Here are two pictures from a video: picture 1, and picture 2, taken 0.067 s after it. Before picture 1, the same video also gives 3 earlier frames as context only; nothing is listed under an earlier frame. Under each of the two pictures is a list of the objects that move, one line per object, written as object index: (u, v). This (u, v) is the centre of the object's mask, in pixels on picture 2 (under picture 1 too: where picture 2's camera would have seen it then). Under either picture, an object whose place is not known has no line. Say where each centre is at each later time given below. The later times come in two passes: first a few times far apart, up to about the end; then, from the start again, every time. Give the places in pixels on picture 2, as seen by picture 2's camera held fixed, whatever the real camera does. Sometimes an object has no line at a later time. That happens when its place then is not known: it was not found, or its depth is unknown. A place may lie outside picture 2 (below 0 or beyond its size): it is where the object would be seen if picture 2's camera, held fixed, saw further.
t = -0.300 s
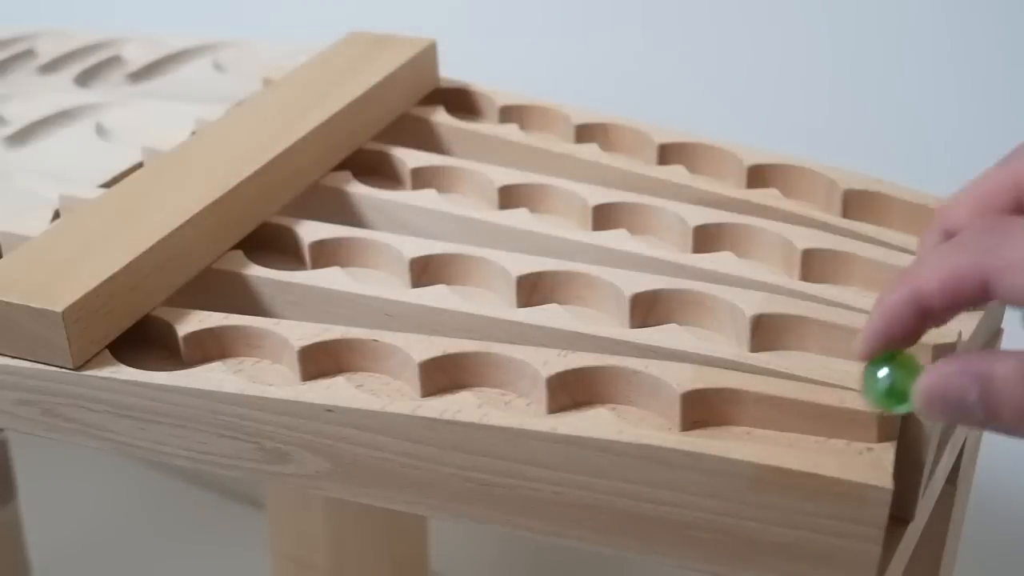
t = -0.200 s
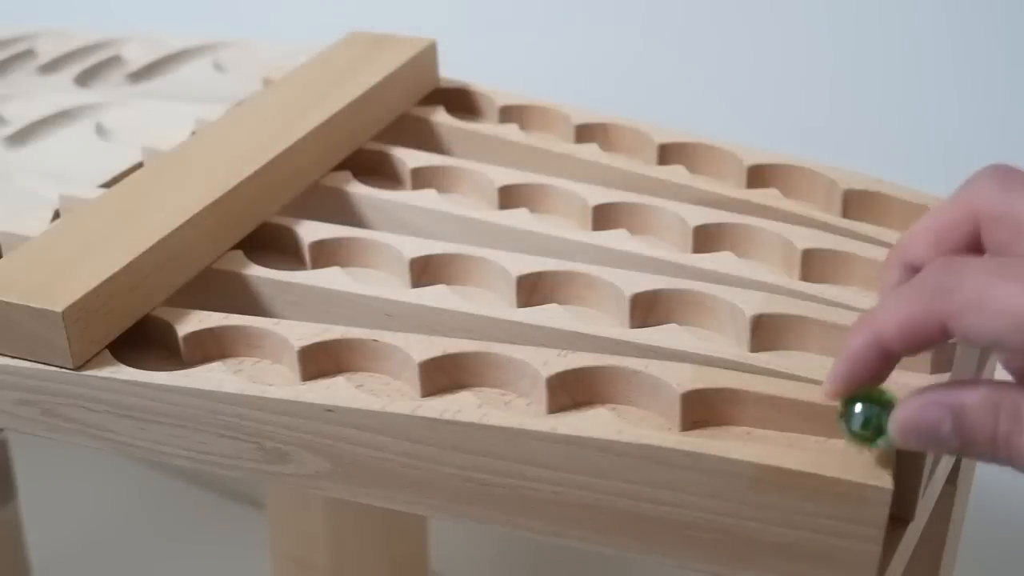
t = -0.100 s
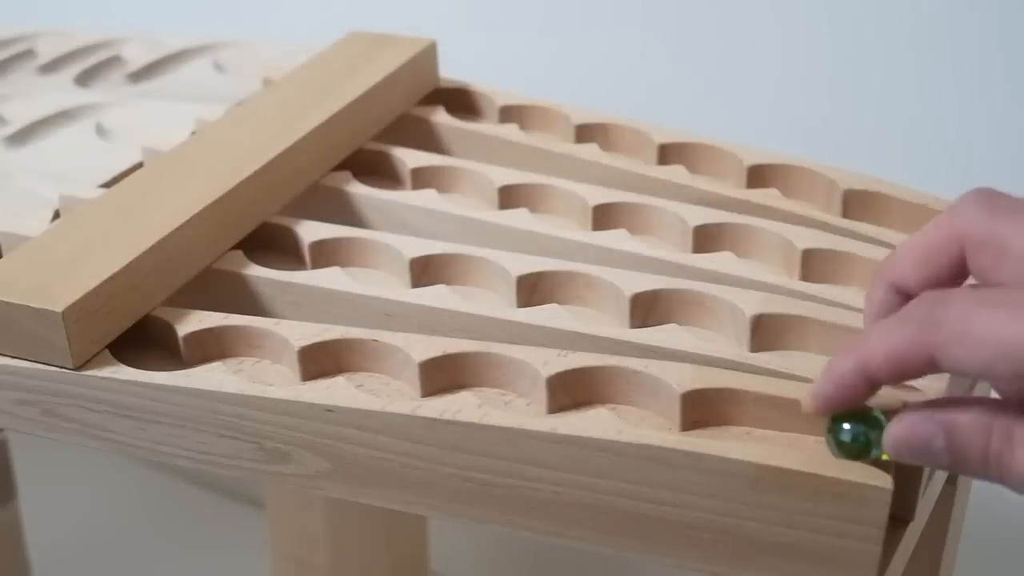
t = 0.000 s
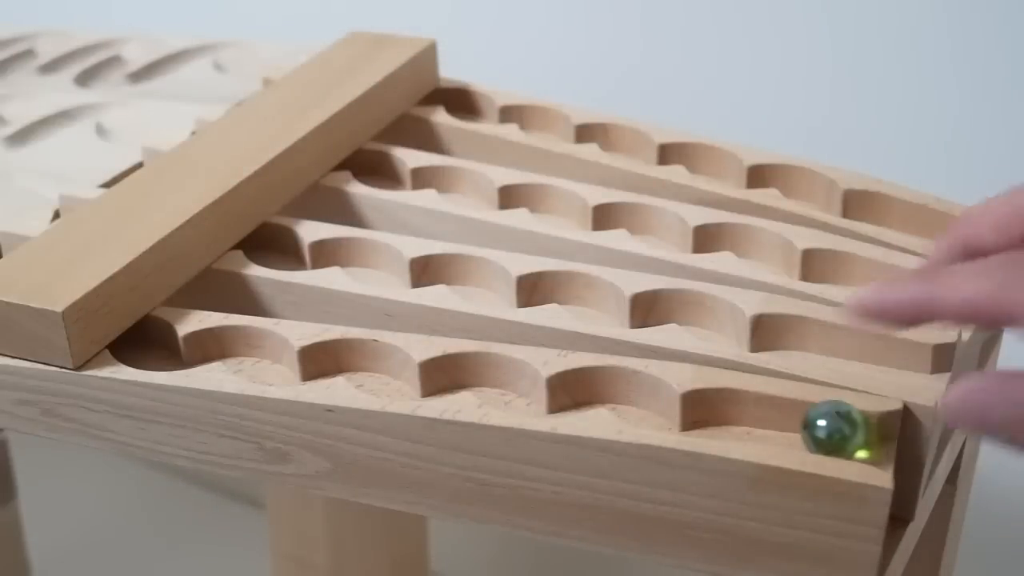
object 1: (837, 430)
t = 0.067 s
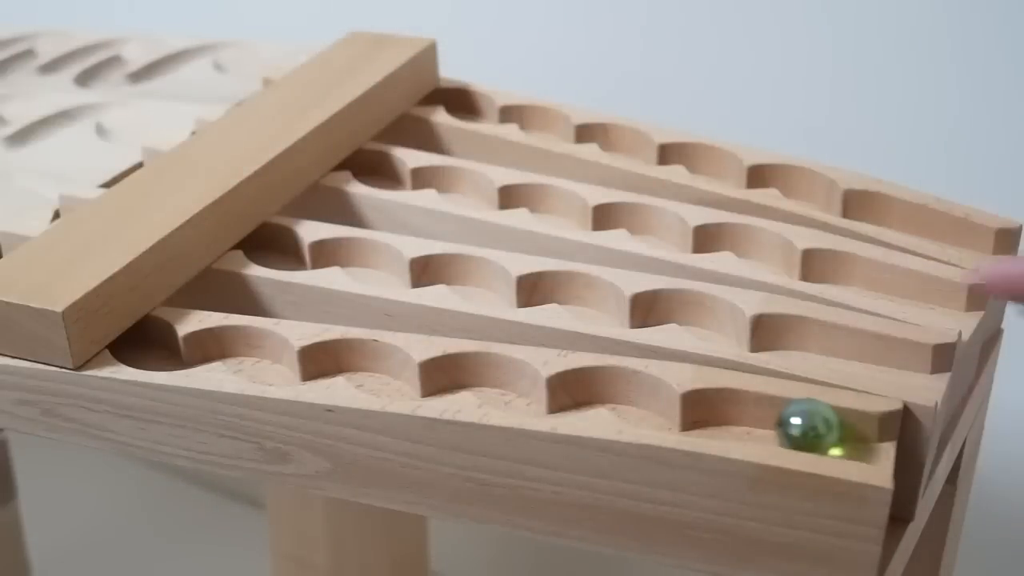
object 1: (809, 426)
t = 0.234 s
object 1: (715, 417)
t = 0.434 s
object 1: (641, 408)
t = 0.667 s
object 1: (571, 394)
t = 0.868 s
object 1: (508, 393)
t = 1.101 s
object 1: (440, 378)
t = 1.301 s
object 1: (379, 377)
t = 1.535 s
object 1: (314, 363)
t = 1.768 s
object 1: (253, 357)
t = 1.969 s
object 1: (197, 347)
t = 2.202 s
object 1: (149, 346)
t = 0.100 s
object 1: (793, 424)
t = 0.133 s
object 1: (777, 422)
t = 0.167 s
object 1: (761, 422)
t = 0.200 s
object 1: (738, 419)
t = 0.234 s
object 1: (715, 417)
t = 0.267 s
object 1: (698, 417)
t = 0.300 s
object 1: (684, 420)
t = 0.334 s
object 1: (675, 418)
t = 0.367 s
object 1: (665, 415)
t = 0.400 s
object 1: (653, 412)
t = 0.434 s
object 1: (641, 408)
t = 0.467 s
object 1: (643, 406)
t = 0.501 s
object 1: (639, 402)
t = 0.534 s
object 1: (633, 400)
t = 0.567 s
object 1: (623, 398)
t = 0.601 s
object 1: (609, 395)
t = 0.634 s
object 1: (584, 390)
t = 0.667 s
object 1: (571, 394)
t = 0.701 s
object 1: (560, 397)
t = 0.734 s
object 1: (548, 399)
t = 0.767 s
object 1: (535, 401)
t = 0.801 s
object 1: (525, 399)
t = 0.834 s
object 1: (515, 396)
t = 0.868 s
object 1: (508, 393)
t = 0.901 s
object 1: (502, 388)
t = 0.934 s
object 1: (506, 388)
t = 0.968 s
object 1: (500, 384)
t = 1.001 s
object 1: (491, 382)
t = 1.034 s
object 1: (466, 374)
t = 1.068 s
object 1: (453, 375)
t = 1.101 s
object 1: (440, 378)
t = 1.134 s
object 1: (430, 380)
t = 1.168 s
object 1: (417, 383)
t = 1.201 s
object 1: (403, 385)
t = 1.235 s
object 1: (395, 382)
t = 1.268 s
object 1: (386, 381)
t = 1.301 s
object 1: (379, 377)
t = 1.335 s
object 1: (375, 372)
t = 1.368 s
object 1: (369, 368)
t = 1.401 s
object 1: (361, 362)
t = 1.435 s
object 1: (352, 360)
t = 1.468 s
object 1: (338, 359)
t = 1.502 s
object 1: (326, 360)
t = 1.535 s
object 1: (314, 363)
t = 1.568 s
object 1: (304, 365)
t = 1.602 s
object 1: (291, 368)
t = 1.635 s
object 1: (278, 369)
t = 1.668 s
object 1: (270, 367)
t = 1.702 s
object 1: (261, 365)
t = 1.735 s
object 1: (257, 361)
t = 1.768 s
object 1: (253, 357)
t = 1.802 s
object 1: (249, 353)
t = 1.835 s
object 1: (243, 348)
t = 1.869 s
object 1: (235, 346)
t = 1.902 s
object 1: (221, 344)
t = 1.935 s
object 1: (208, 344)
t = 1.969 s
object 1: (197, 347)
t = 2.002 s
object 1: (185, 350)
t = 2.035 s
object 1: (172, 353)
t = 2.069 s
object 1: (162, 354)
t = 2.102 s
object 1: (154, 352)
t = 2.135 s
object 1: (144, 350)
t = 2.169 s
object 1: (142, 348)
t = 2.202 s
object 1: (149, 346)
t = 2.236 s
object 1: (149, 345)
